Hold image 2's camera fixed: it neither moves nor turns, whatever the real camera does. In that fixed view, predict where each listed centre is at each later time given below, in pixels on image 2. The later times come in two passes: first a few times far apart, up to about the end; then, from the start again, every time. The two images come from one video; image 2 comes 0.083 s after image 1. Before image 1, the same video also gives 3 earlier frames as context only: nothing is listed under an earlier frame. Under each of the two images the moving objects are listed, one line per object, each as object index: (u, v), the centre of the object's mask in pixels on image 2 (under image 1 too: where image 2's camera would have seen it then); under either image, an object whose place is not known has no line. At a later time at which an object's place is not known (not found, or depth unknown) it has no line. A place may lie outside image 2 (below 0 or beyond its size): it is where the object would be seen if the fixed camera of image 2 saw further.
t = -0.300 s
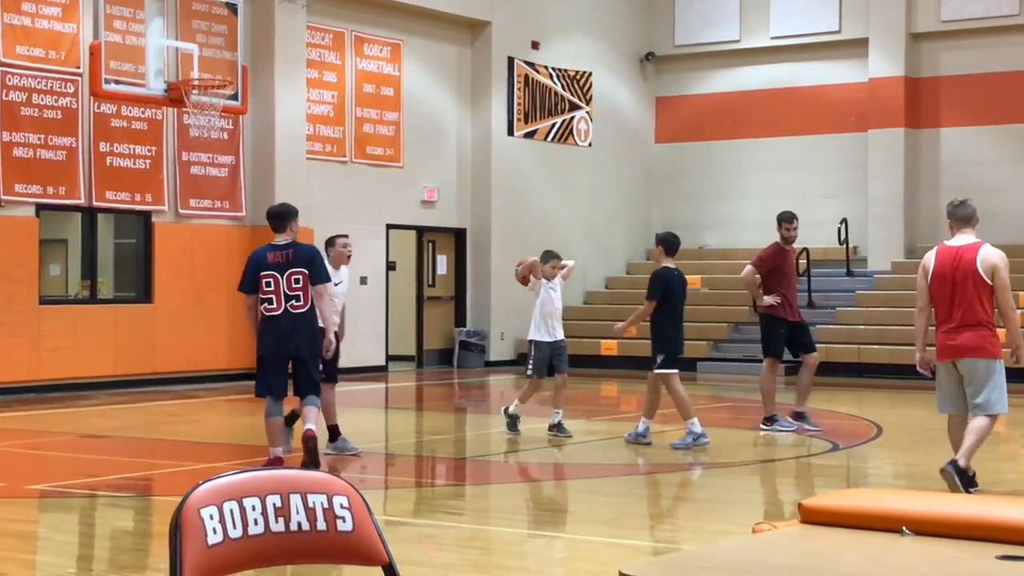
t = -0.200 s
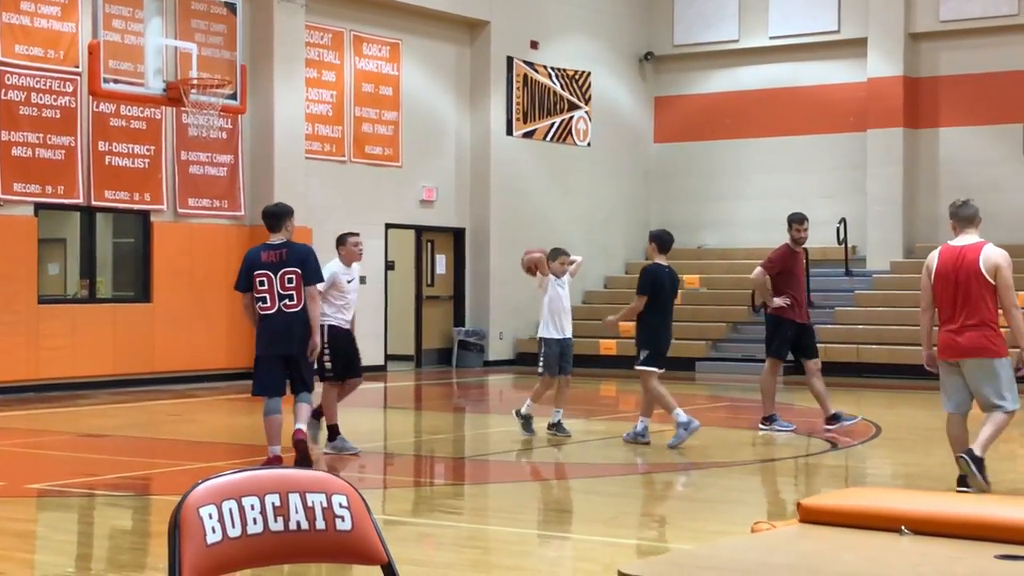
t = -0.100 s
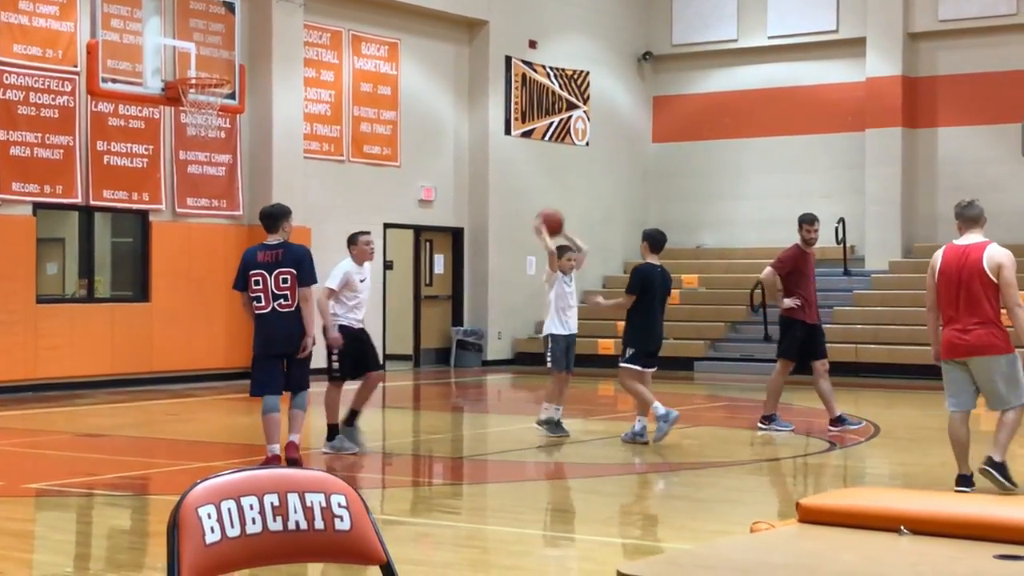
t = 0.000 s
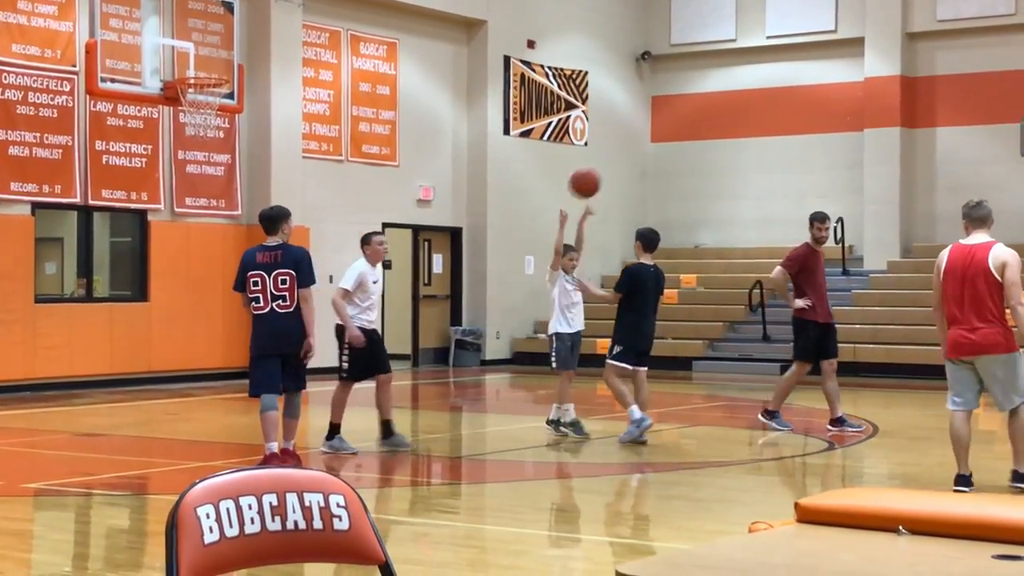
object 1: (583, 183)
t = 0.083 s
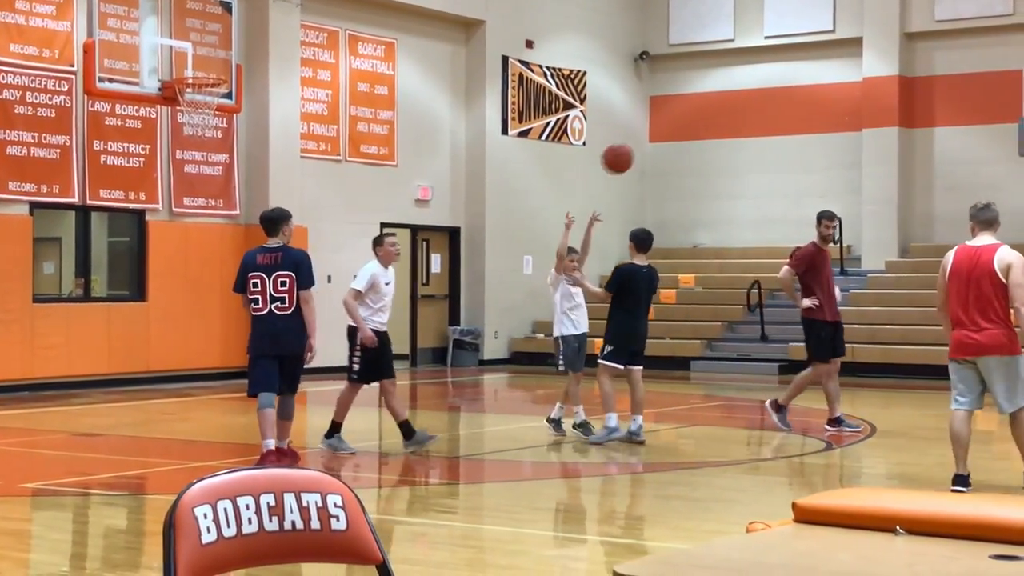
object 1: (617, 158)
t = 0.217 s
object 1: (675, 136)
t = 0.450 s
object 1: (784, 153)
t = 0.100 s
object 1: (624, 154)
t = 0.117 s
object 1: (631, 151)
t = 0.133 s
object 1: (638, 148)
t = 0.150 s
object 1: (645, 145)
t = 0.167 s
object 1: (652, 142)
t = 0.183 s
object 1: (660, 140)
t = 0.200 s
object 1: (667, 138)
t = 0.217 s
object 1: (675, 136)
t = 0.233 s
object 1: (682, 135)
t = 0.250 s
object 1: (689, 134)
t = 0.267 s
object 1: (697, 134)
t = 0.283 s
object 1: (705, 133)
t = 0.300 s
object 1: (712, 134)
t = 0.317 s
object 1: (720, 134)
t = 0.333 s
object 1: (728, 135)
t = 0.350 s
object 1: (735, 136)
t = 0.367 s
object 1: (743, 138)
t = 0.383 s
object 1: (751, 140)
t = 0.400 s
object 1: (759, 142)
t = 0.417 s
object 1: (767, 145)
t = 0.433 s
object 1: (775, 149)
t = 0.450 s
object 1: (784, 153)
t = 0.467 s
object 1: (792, 157)
